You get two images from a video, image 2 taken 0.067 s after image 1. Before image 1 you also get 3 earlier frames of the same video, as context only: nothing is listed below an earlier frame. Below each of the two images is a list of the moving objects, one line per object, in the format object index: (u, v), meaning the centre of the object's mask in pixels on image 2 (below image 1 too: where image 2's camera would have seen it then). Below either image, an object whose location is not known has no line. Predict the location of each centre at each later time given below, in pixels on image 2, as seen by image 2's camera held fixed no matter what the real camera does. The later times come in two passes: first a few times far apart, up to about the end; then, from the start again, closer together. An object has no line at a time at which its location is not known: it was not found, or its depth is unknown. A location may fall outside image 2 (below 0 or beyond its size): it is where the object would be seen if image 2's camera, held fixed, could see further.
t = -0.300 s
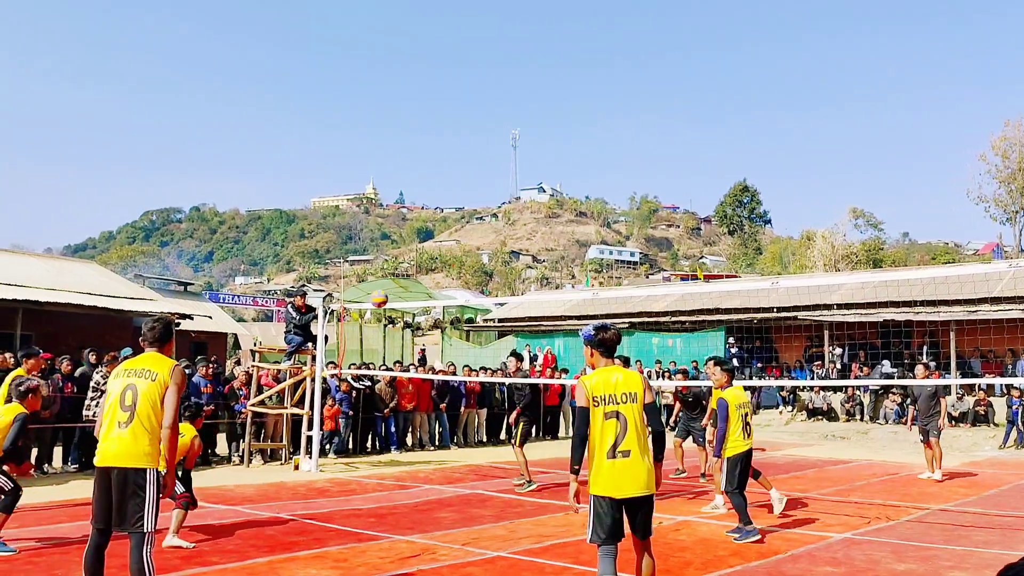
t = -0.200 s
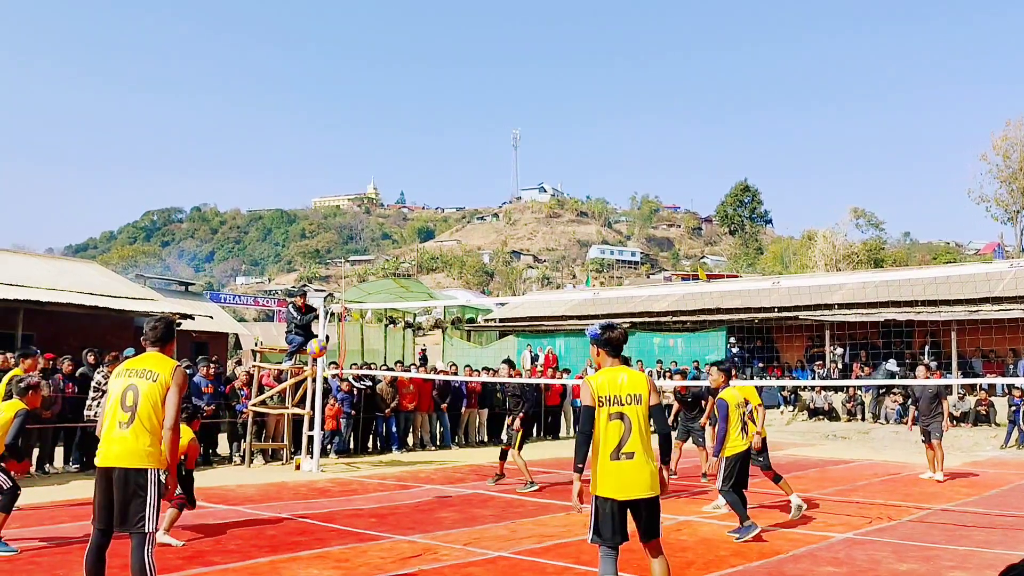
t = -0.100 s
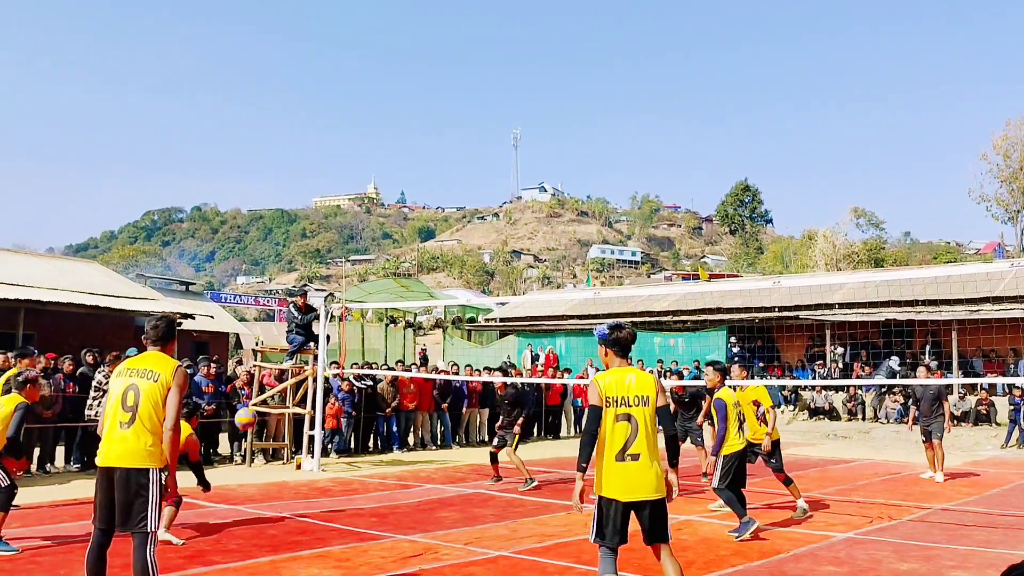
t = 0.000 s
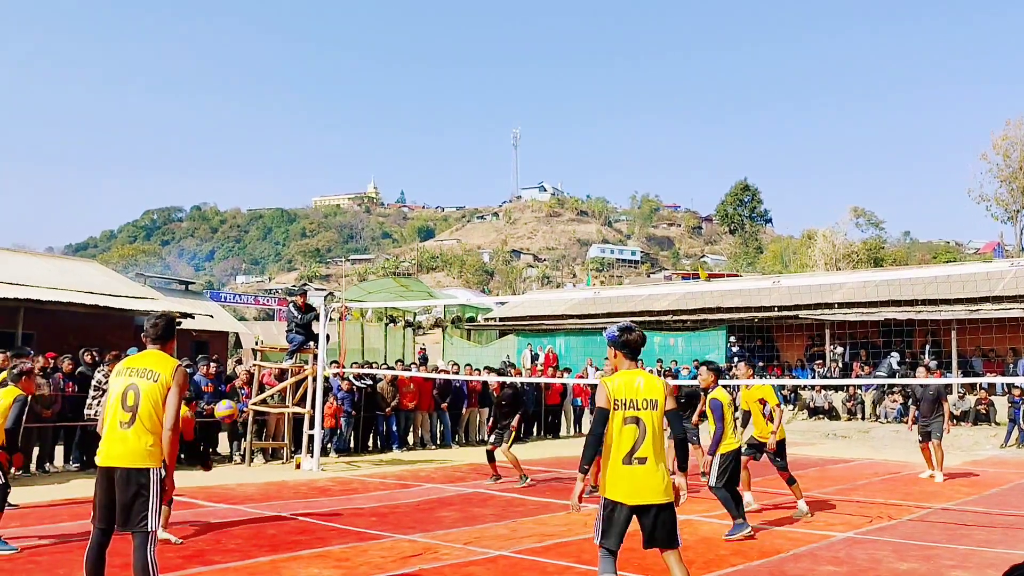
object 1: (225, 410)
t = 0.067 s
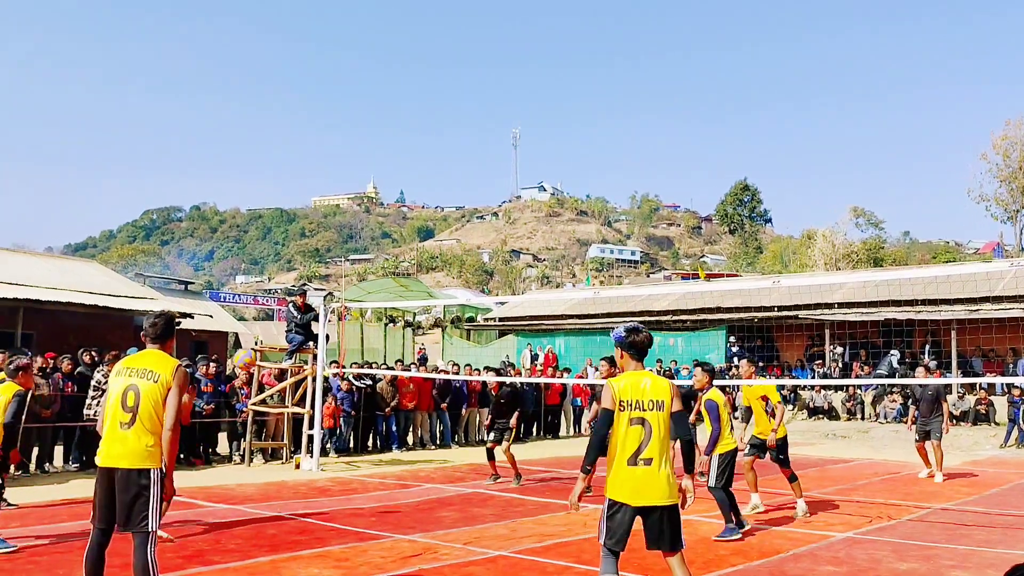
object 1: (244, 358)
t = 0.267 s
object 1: (303, 230)
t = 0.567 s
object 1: (386, 113)
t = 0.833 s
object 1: (459, 85)
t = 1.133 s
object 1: (540, 146)
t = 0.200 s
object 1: (283, 267)
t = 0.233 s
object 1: (294, 249)
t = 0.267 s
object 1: (303, 230)
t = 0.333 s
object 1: (322, 196)
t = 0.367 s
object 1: (331, 181)
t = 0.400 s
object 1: (340, 166)
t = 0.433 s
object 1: (350, 153)
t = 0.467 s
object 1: (359, 141)
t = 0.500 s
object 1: (368, 132)
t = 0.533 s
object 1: (377, 121)
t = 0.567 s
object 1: (386, 113)
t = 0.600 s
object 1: (395, 105)
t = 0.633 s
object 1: (404, 98)
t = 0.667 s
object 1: (413, 93)
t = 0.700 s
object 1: (422, 89)
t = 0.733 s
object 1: (431, 86)
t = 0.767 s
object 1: (441, 85)
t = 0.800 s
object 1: (450, 85)
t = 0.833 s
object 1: (459, 85)
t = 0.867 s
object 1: (468, 86)
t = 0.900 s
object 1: (477, 90)
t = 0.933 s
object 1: (486, 95)
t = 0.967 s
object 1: (495, 99)
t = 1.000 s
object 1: (505, 107)
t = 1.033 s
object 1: (513, 115)
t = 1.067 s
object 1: (523, 125)
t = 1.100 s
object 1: (531, 134)
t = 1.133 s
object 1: (540, 146)
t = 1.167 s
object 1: (550, 159)
